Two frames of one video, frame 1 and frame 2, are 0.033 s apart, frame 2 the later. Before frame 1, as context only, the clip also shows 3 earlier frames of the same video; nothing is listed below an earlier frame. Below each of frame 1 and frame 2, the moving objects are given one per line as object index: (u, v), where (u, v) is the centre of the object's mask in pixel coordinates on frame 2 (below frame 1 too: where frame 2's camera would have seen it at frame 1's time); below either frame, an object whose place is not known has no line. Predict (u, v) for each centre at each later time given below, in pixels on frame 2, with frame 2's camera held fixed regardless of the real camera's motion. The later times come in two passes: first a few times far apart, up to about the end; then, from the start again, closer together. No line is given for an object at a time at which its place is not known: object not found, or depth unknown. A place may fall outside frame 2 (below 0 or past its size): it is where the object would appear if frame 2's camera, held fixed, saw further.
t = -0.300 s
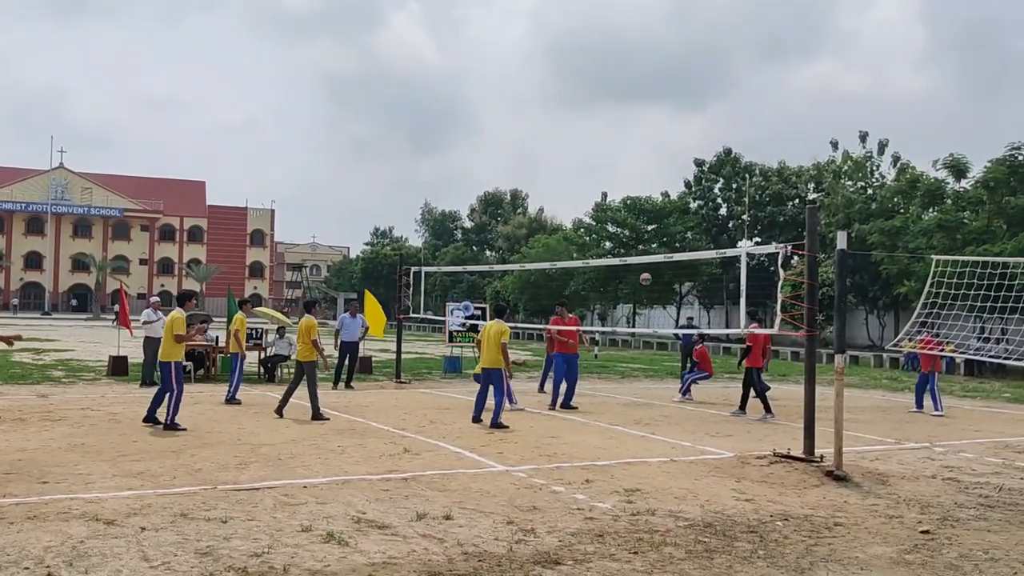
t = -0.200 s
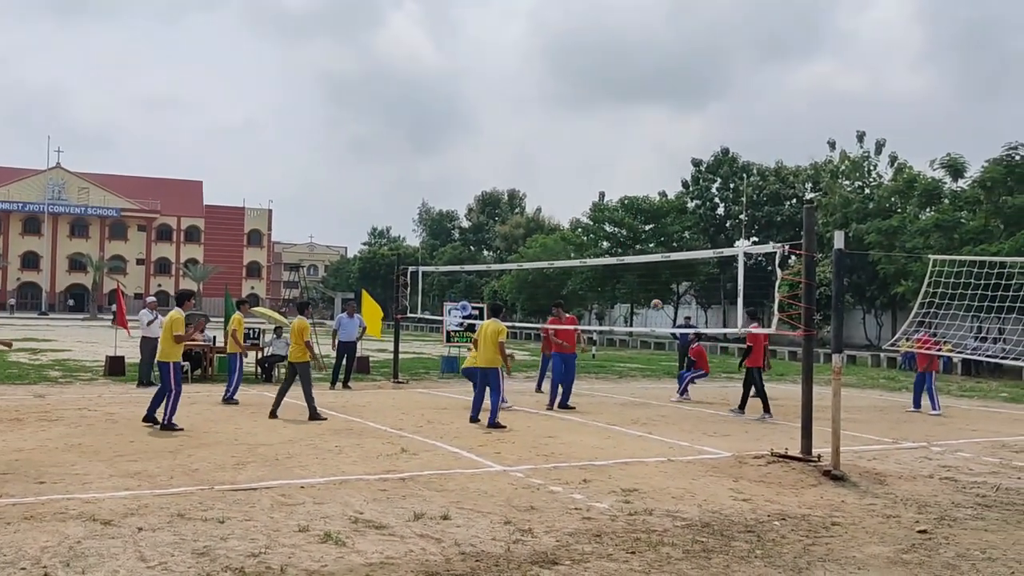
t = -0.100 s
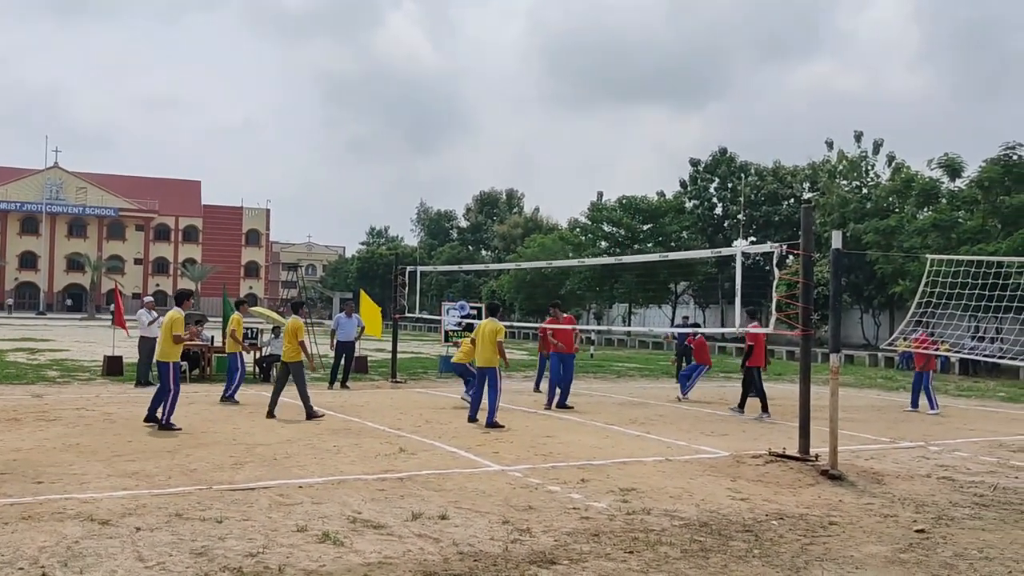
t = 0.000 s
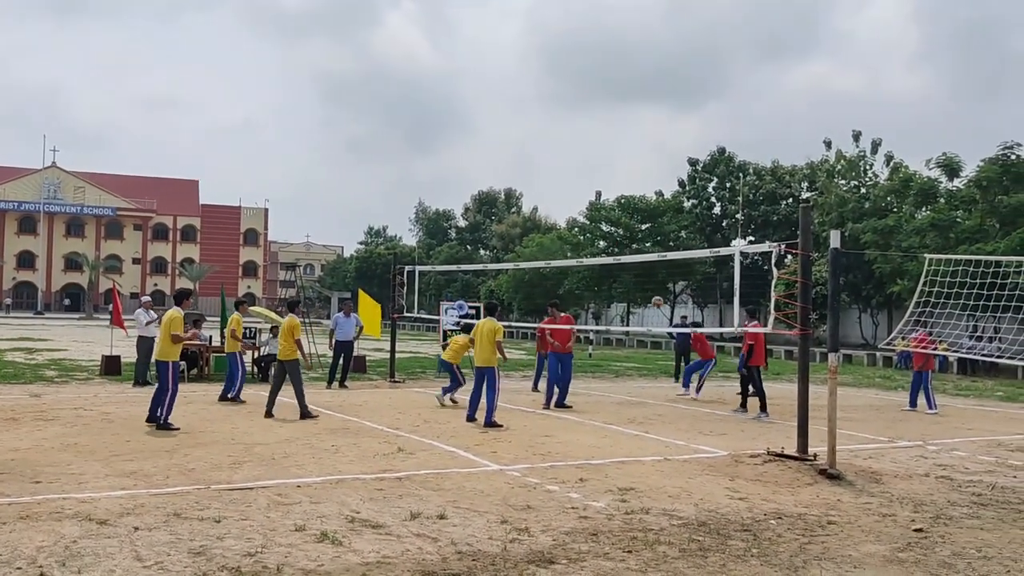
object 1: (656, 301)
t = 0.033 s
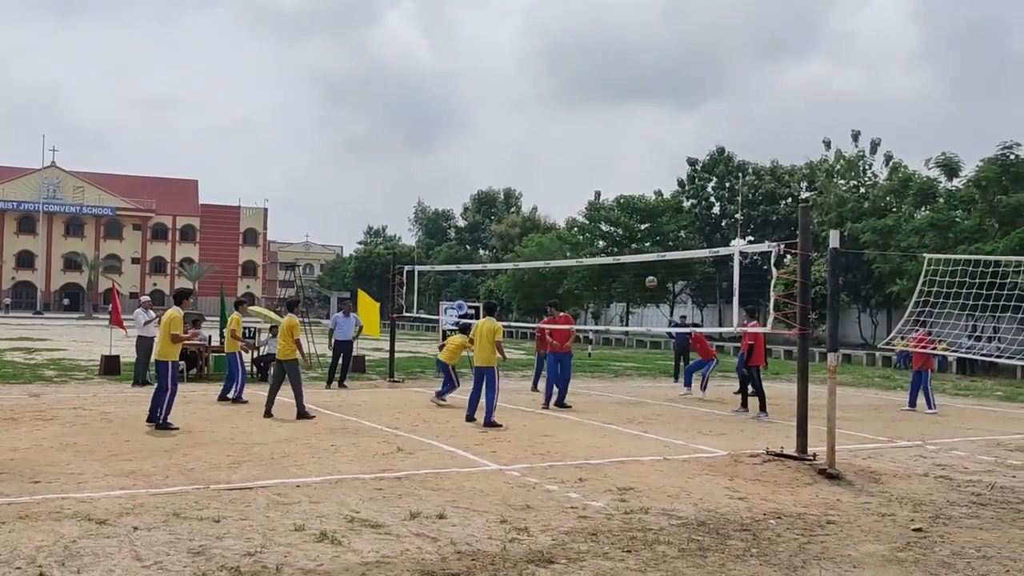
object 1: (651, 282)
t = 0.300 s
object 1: (606, 141)
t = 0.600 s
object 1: (550, 22)
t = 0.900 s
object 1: (488, -54)
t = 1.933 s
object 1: (234, 175)
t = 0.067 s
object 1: (646, 264)
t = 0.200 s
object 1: (623, 190)
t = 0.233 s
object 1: (617, 174)
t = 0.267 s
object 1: (611, 157)
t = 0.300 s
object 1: (606, 141)
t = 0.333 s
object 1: (600, 126)
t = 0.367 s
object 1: (594, 111)
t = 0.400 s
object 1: (588, 97)
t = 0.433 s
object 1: (582, 83)
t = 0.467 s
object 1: (576, 69)
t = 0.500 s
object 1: (569, 57)
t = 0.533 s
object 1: (563, 44)
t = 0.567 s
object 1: (557, 33)
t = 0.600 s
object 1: (550, 22)
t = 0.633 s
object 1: (544, 11)
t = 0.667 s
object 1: (537, 1)
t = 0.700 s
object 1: (531, -8)
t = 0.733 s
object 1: (524, -17)
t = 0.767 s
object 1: (517, -26)
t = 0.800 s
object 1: (509, -35)
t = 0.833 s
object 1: (503, -42)
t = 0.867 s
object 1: (496, -49)
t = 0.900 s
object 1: (488, -54)
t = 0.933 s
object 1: (481, -60)
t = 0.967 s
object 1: (473, -64)
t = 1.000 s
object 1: (466, -68)
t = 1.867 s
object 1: (248, 130)
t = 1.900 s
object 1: (239, 150)
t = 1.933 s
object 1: (234, 175)
